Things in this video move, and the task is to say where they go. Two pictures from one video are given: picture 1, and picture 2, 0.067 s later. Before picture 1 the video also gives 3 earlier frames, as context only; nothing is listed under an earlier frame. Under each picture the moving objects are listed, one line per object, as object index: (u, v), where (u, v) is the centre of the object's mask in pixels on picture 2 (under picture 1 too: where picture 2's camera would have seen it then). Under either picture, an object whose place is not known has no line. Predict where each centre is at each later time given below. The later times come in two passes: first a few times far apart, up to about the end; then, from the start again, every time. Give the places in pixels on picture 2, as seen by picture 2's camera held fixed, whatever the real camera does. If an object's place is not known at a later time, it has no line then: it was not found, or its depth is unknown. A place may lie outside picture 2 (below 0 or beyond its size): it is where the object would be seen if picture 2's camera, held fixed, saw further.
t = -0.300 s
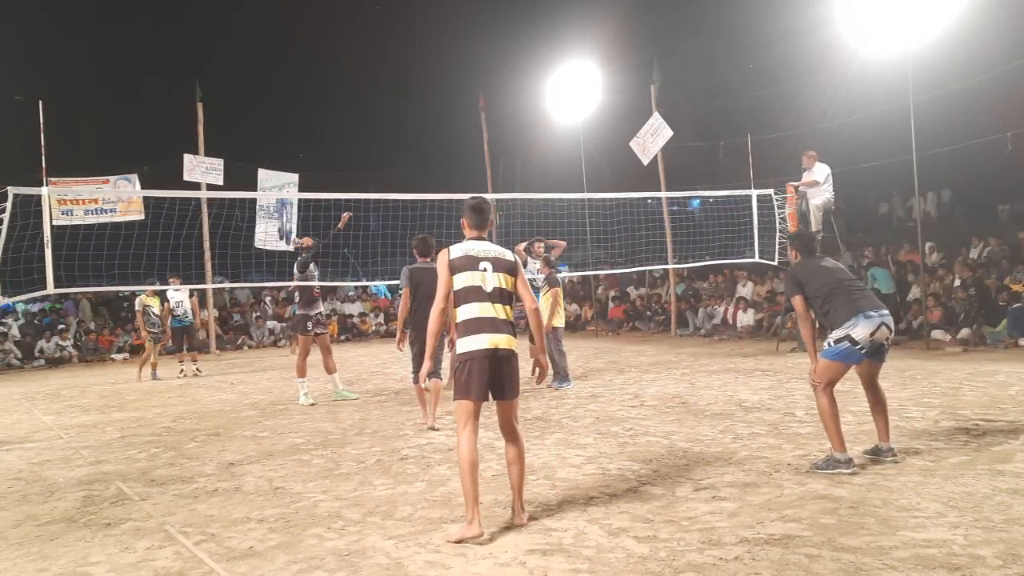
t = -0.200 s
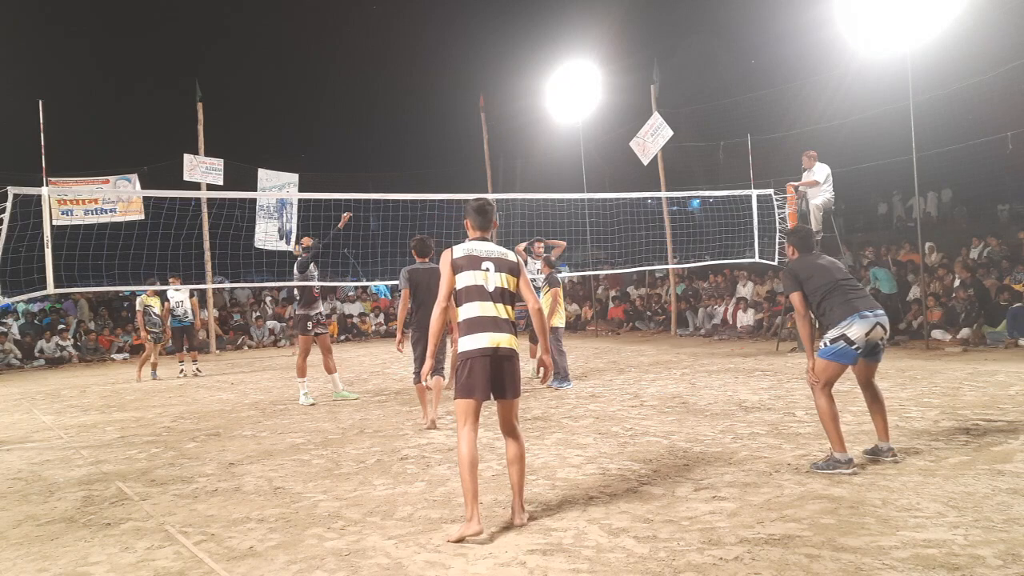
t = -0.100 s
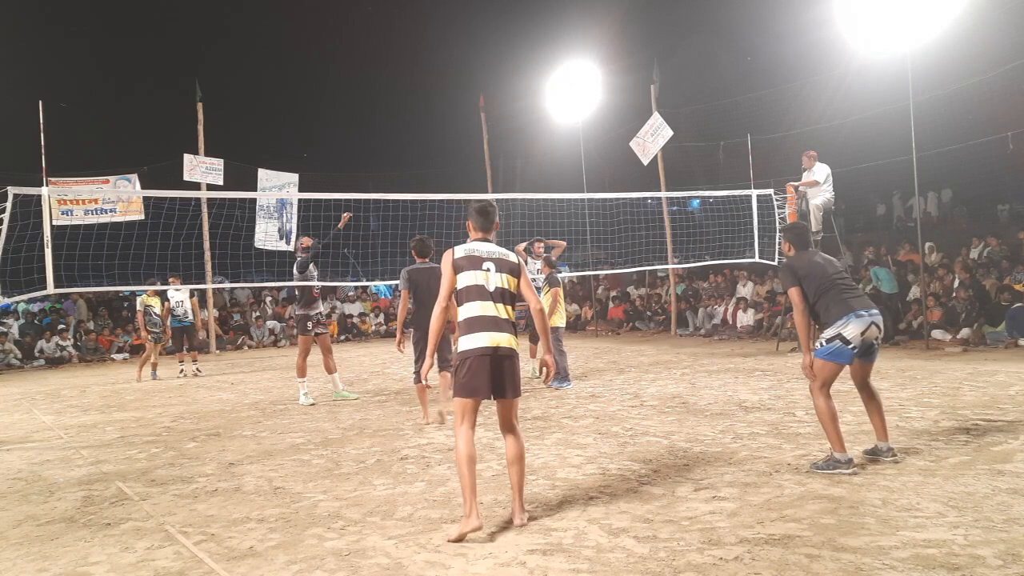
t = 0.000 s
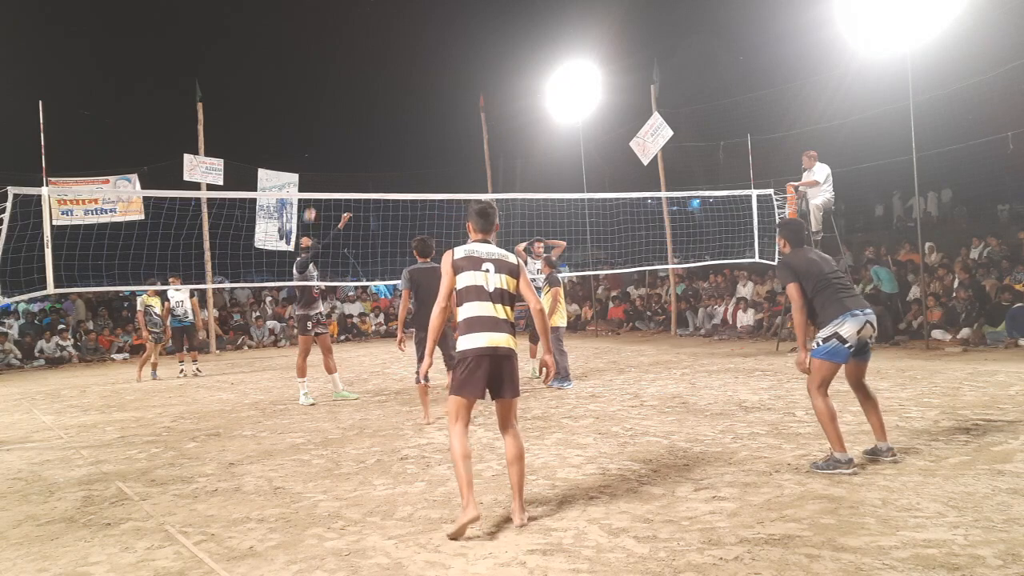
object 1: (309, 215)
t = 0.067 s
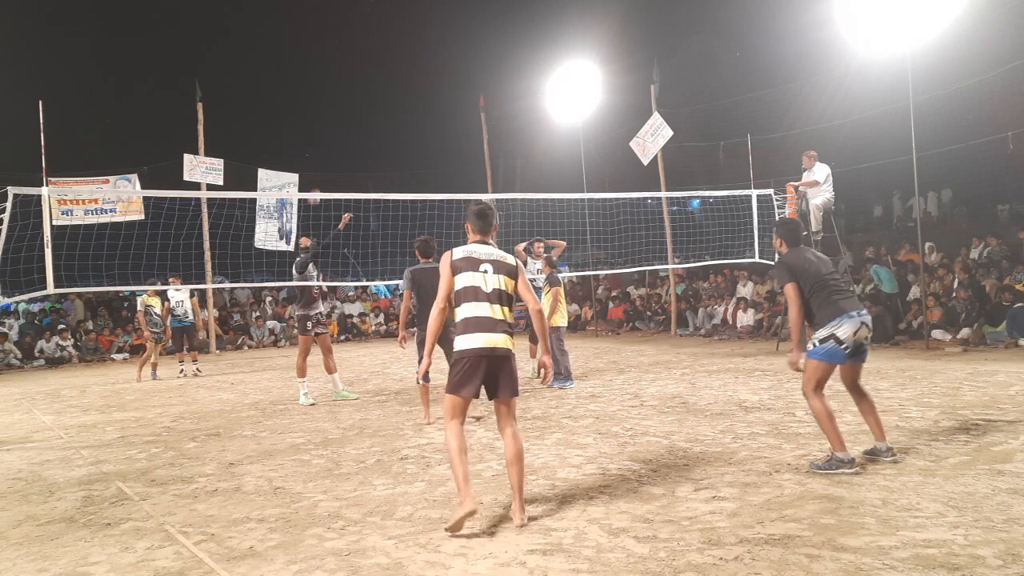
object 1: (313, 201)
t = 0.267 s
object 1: (330, 151)
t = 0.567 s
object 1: (357, 106)
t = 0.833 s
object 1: (400, 123)
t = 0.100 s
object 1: (317, 187)
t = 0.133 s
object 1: (320, 181)
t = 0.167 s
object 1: (322, 172)
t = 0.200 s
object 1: (325, 165)
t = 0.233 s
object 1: (327, 158)
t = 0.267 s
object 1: (330, 151)
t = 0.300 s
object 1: (332, 144)
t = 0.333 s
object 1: (335, 138)
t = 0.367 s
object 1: (337, 132)
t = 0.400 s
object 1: (340, 126)
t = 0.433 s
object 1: (343, 121)
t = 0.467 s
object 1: (347, 116)
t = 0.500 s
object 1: (350, 112)
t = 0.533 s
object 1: (353, 109)
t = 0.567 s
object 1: (357, 106)
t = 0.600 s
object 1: (361, 105)
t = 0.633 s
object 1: (365, 104)
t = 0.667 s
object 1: (370, 104)
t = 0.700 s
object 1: (375, 106)
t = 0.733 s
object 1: (381, 108)
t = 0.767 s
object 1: (387, 112)
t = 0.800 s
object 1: (394, 117)
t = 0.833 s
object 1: (400, 123)
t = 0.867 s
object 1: (407, 132)
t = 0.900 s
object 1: (414, 142)
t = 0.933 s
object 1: (422, 154)
